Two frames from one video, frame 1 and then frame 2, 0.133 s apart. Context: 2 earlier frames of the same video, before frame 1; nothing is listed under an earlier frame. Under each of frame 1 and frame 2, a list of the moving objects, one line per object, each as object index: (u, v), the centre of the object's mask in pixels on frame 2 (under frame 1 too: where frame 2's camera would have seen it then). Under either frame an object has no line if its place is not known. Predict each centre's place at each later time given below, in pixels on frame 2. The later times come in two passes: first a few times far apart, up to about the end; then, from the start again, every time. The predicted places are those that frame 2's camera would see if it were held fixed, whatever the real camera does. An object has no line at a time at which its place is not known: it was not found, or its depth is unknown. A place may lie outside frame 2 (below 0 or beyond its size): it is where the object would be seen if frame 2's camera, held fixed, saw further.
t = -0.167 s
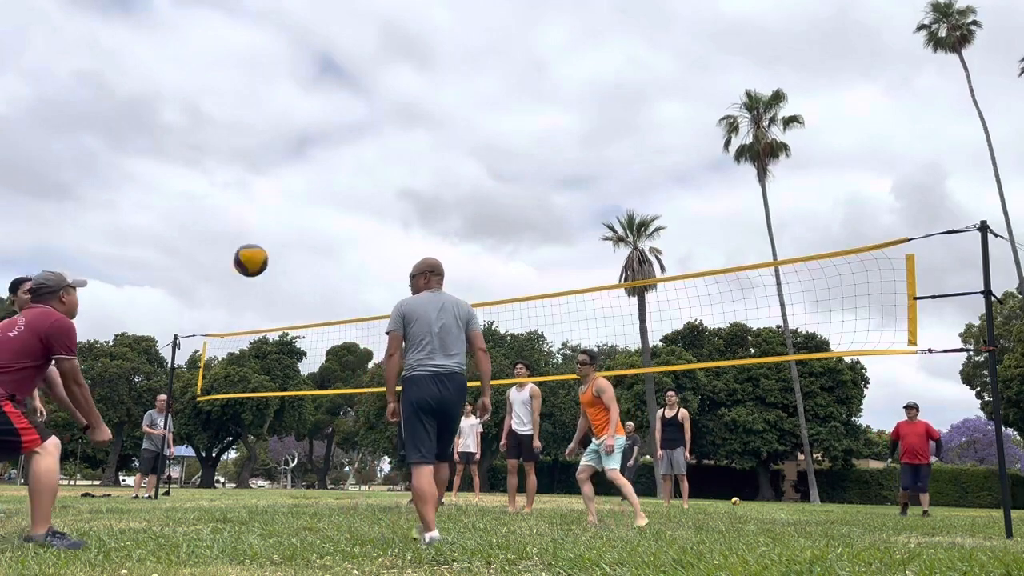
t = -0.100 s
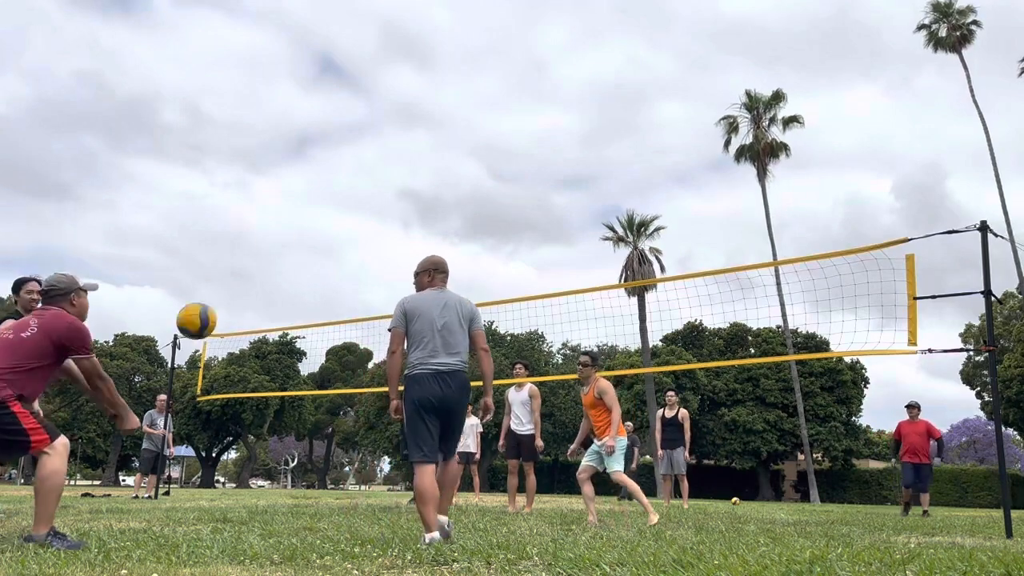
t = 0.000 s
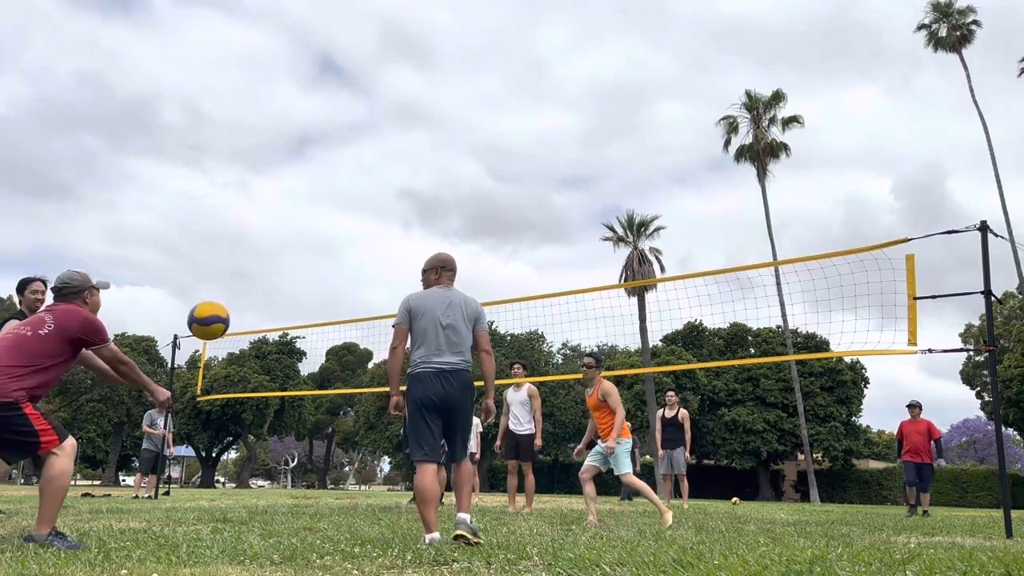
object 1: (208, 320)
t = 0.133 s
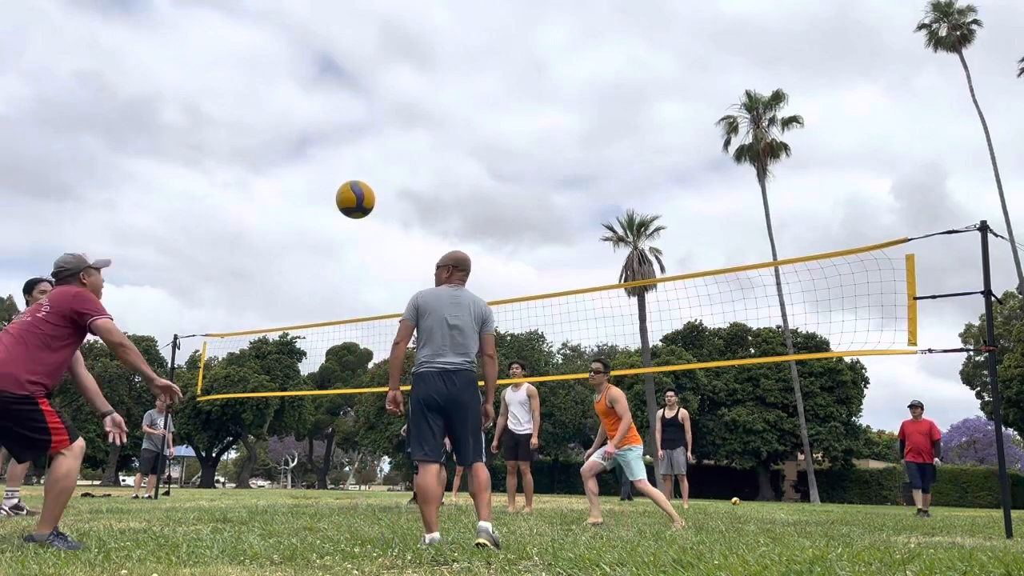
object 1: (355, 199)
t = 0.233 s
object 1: (455, 133)
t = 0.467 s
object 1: (676, 46)
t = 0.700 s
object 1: (893, 47)
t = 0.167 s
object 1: (389, 175)
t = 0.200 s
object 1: (422, 153)
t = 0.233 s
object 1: (455, 133)
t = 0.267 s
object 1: (488, 116)
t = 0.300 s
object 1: (520, 99)
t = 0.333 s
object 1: (551, 85)
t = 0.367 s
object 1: (583, 73)
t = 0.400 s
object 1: (613, 62)
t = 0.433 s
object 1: (645, 53)
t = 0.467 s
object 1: (676, 46)
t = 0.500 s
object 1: (707, 40)
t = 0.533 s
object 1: (738, 37)
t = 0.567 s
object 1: (769, 36)
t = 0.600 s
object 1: (799, 36)
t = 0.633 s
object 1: (830, 38)
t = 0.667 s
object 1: (861, 42)
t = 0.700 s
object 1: (893, 47)
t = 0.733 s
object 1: (924, 55)
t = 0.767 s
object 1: (956, 64)
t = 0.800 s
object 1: (988, 75)
